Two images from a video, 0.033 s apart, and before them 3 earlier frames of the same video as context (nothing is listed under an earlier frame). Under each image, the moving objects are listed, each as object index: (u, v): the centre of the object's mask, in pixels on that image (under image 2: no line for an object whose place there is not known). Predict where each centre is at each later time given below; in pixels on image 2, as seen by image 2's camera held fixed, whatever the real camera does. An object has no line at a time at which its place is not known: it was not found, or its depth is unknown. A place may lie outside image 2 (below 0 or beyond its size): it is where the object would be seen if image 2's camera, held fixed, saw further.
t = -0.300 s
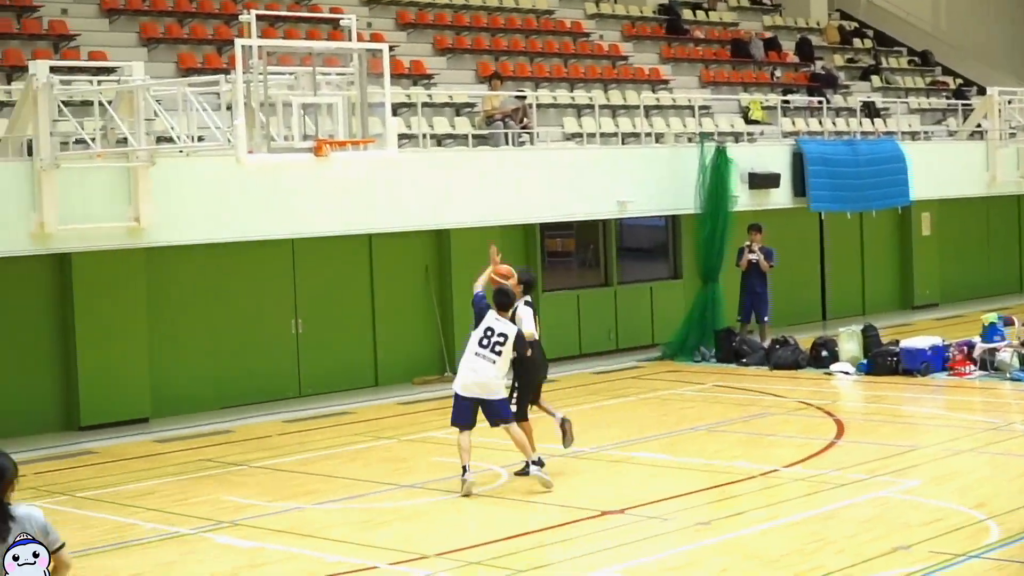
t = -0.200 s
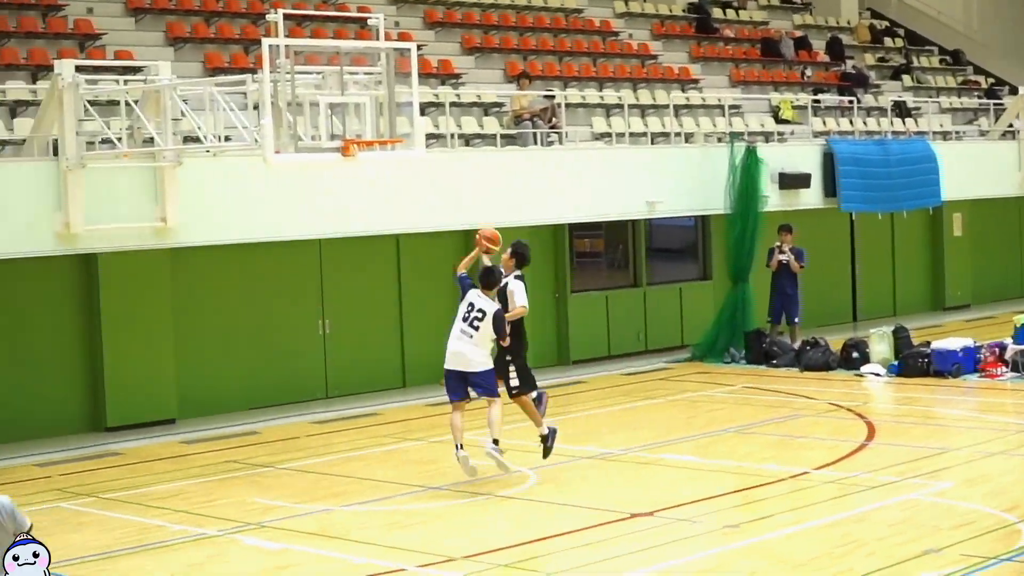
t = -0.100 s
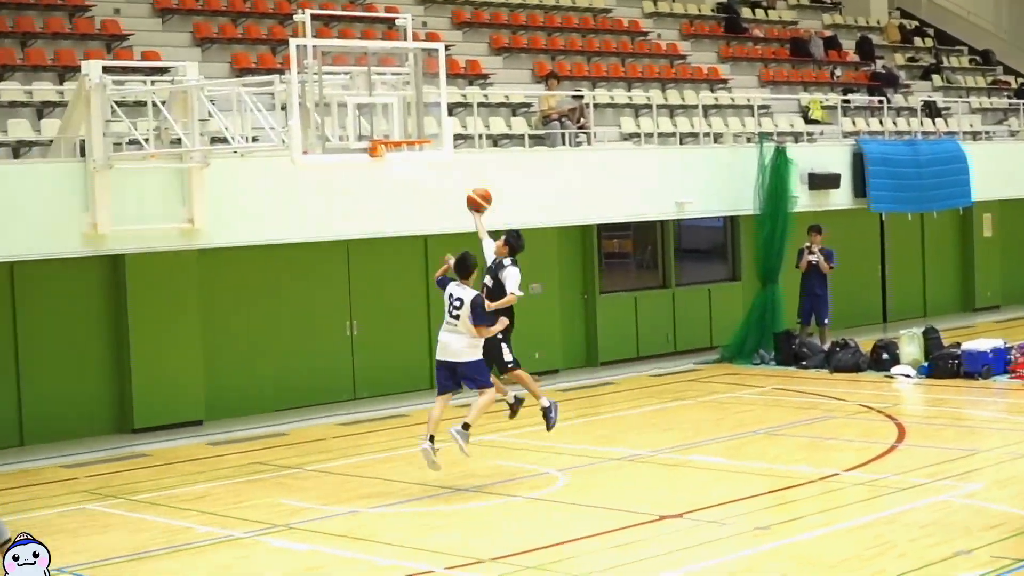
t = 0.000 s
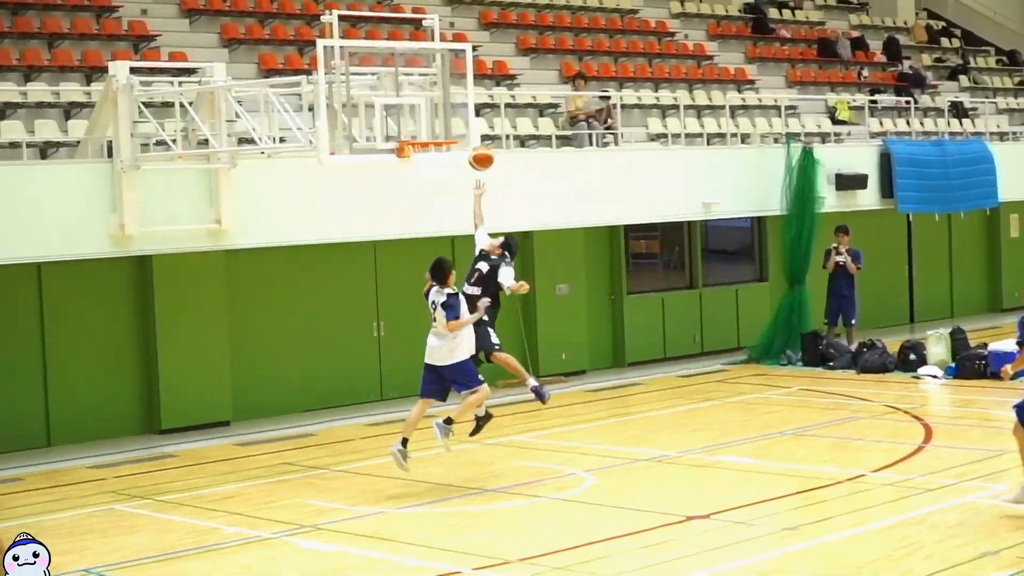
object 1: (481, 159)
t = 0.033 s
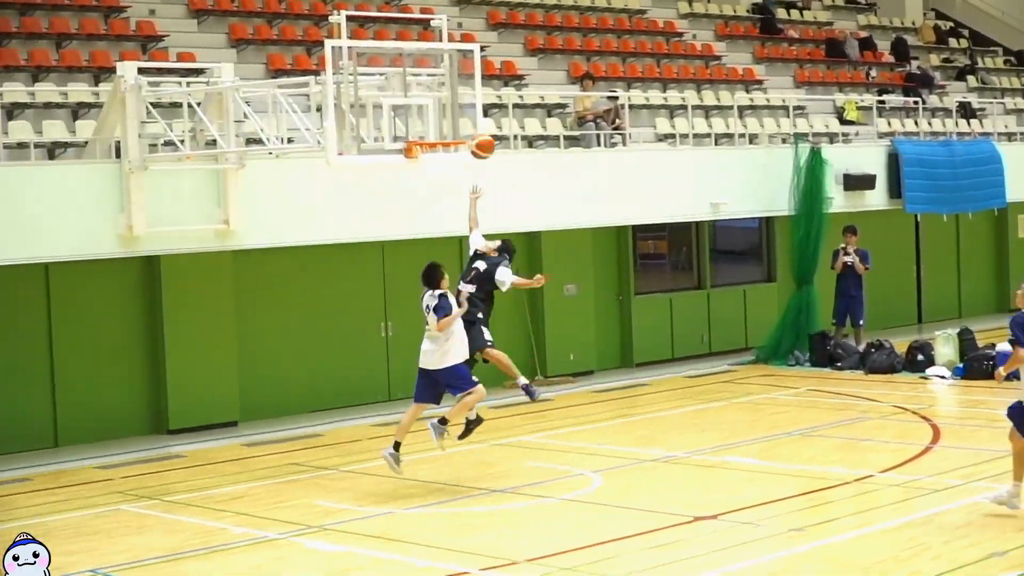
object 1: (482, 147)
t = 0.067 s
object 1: (475, 136)
